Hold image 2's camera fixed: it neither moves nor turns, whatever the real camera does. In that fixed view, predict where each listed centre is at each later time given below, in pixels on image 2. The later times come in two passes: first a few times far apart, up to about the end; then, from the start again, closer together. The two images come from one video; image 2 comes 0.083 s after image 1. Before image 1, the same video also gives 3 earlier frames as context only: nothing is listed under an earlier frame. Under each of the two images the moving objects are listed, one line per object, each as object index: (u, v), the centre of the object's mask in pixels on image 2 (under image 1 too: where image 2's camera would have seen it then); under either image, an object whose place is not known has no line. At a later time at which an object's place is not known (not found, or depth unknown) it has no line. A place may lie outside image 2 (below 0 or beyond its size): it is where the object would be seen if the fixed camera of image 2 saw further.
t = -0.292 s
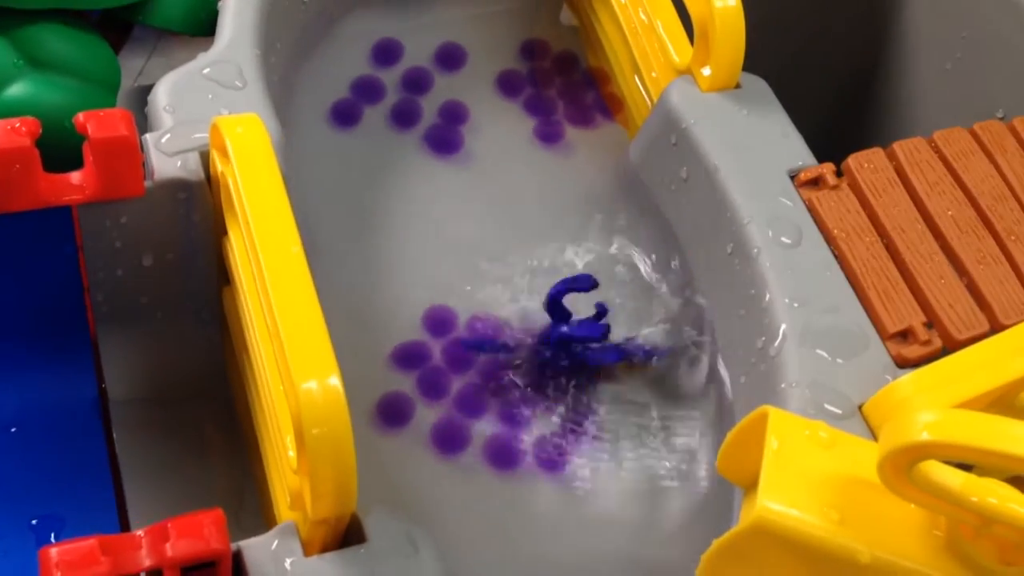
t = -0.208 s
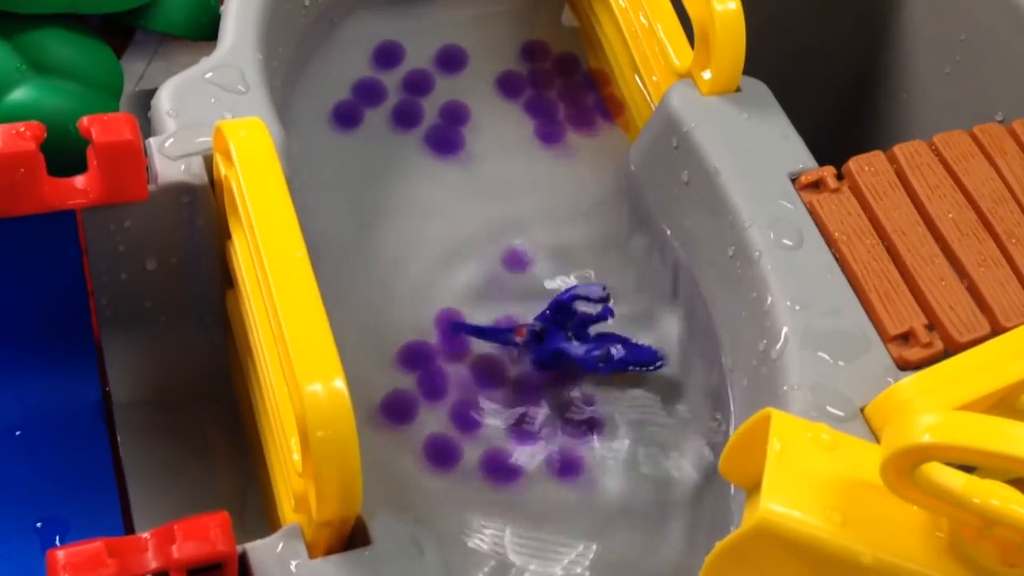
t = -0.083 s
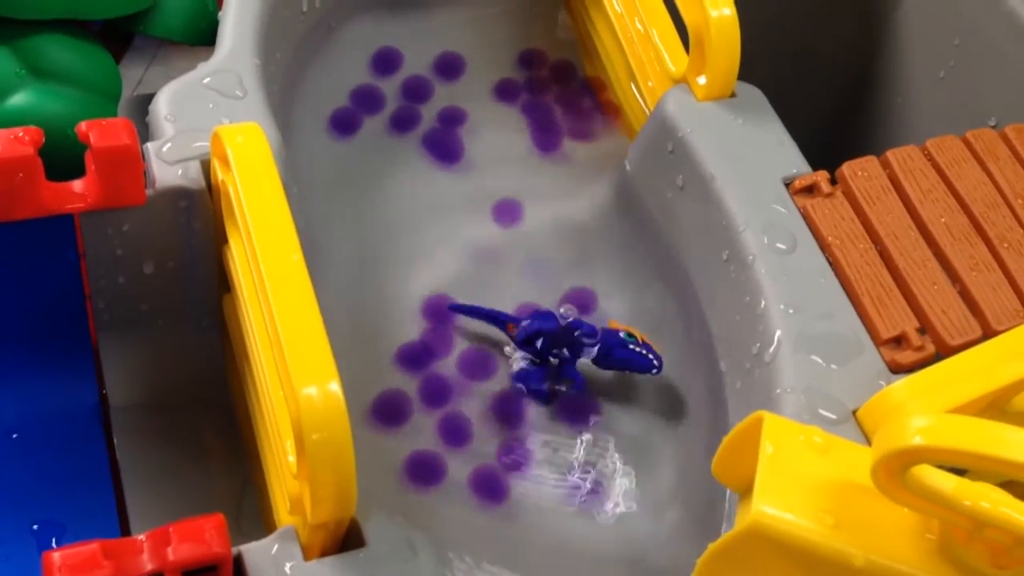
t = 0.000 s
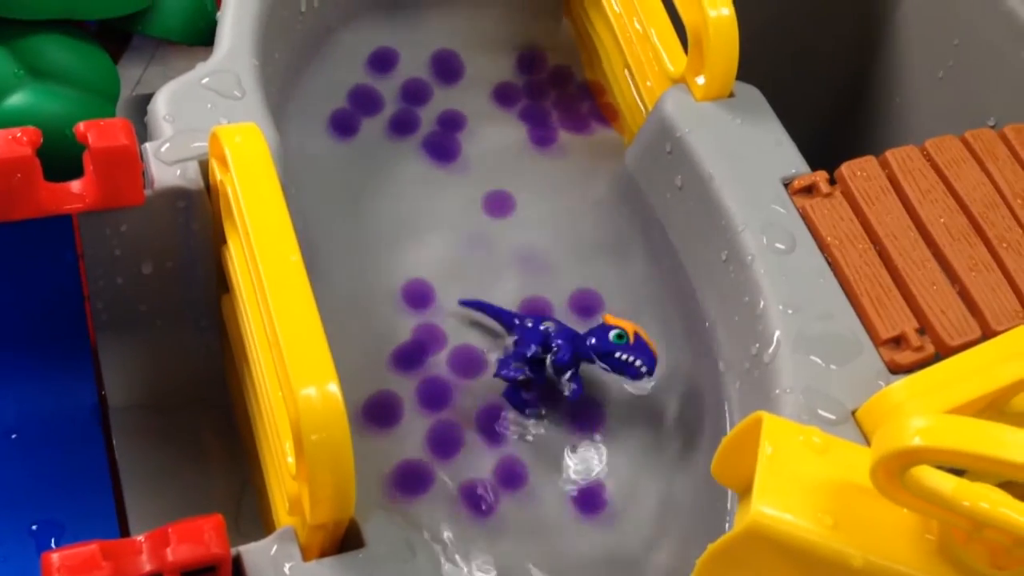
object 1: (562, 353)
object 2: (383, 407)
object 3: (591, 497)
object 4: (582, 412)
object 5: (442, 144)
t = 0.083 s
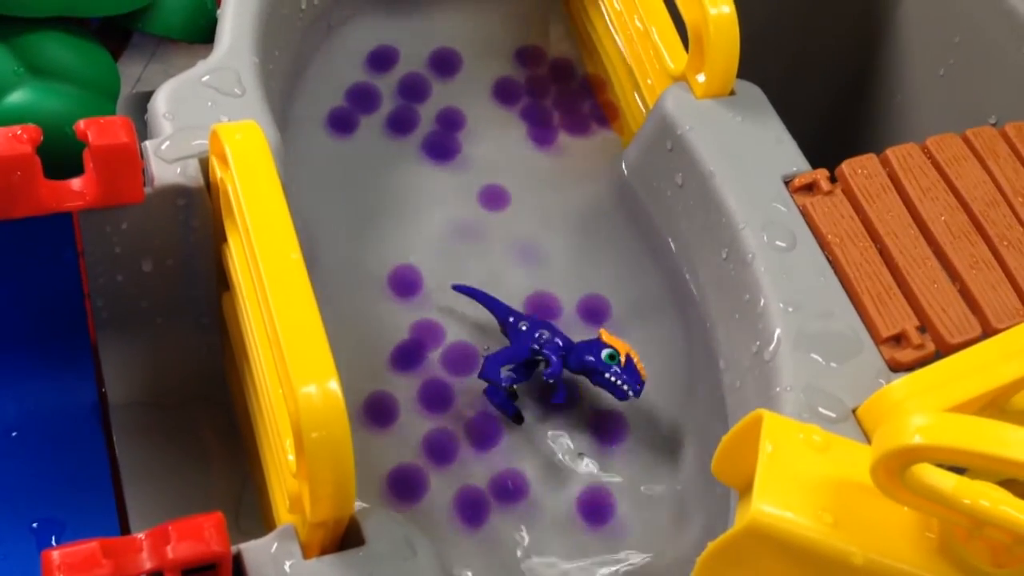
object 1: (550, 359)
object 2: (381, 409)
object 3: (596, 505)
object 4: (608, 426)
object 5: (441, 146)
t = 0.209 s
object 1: (545, 361)
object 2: (377, 407)
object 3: (603, 510)
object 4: (633, 441)
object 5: (445, 148)
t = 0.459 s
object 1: (531, 365)
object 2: (367, 400)
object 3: (603, 524)
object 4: (653, 458)
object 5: (446, 142)
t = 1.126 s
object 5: (451, 144)
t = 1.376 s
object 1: (505, 381)
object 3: (597, 550)
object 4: (652, 479)
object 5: (452, 147)
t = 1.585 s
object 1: (500, 379)
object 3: (592, 551)
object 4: (649, 477)
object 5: (452, 144)
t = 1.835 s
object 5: (452, 146)
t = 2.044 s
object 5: (451, 145)
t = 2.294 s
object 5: (452, 143)
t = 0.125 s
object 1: (550, 361)
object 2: (379, 410)
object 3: (602, 512)
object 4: (617, 433)
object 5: (443, 146)
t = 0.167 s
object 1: (551, 362)
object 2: (379, 409)
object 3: (601, 512)
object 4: (626, 437)
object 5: (445, 148)
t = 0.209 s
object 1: (545, 361)
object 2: (377, 407)
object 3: (603, 510)
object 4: (633, 441)
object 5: (445, 148)
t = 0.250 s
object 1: (540, 363)
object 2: (375, 407)
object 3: (596, 523)
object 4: (637, 444)
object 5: (445, 146)
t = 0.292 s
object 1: (535, 364)
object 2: (372, 405)
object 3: (601, 520)
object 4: (640, 451)
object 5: (444, 146)
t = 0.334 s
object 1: (531, 365)
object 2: (370, 403)
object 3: (601, 522)
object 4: (643, 452)
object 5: (443, 144)
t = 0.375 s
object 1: (529, 365)
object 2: (368, 402)
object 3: (601, 524)
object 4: (647, 457)
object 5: (444, 143)
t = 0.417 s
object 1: (528, 364)
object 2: (369, 400)
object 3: (603, 525)
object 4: (649, 457)
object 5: (445, 142)
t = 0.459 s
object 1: (531, 365)
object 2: (367, 400)
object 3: (603, 524)
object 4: (653, 458)
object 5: (446, 142)
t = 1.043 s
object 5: (450, 143)
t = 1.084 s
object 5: (451, 143)
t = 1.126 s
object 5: (451, 144)
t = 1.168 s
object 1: (504, 380)
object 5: (450, 144)
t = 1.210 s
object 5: (449, 144)
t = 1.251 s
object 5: (449, 146)
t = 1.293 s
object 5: (450, 146)
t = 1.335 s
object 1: (505, 381)
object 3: (597, 548)
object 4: (653, 478)
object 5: (452, 147)
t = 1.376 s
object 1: (505, 381)
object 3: (597, 550)
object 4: (652, 479)
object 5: (452, 147)
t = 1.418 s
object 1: (503, 382)
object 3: (596, 551)
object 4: (651, 479)
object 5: (451, 145)
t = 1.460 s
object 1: (499, 382)
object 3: (594, 552)
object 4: (651, 480)
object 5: (451, 145)
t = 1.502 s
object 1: (500, 381)
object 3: (593, 552)
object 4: (649, 479)
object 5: (450, 144)
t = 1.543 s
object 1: (499, 381)
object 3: (593, 552)
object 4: (649, 478)
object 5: (451, 144)
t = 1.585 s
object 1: (500, 379)
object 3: (592, 551)
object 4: (649, 477)
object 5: (452, 144)
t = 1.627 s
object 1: (500, 378)
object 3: (593, 551)
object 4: (649, 476)
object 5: (452, 144)
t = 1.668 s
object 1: (500, 379)
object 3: (593, 551)
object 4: (649, 476)
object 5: (452, 144)
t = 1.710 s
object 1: (499, 382)
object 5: (452, 144)
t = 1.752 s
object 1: (498, 382)
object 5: (451, 144)
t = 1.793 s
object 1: (496, 383)
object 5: (452, 145)
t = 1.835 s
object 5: (452, 146)
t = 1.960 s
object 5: (452, 146)
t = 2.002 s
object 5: (452, 146)
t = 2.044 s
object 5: (451, 145)
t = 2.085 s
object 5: (451, 144)
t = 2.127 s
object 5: (452, 143)
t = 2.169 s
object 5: (453, 143)
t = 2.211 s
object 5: (453, 143)
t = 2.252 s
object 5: (452, 143)
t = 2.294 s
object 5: (452, 143)
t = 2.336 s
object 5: (451, 143)
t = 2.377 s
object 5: (451, 143)
